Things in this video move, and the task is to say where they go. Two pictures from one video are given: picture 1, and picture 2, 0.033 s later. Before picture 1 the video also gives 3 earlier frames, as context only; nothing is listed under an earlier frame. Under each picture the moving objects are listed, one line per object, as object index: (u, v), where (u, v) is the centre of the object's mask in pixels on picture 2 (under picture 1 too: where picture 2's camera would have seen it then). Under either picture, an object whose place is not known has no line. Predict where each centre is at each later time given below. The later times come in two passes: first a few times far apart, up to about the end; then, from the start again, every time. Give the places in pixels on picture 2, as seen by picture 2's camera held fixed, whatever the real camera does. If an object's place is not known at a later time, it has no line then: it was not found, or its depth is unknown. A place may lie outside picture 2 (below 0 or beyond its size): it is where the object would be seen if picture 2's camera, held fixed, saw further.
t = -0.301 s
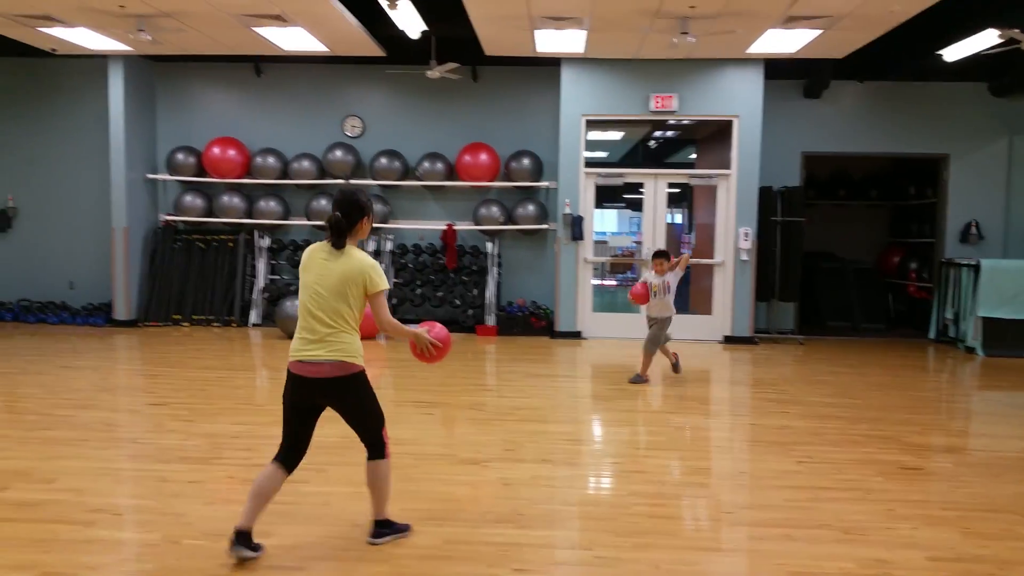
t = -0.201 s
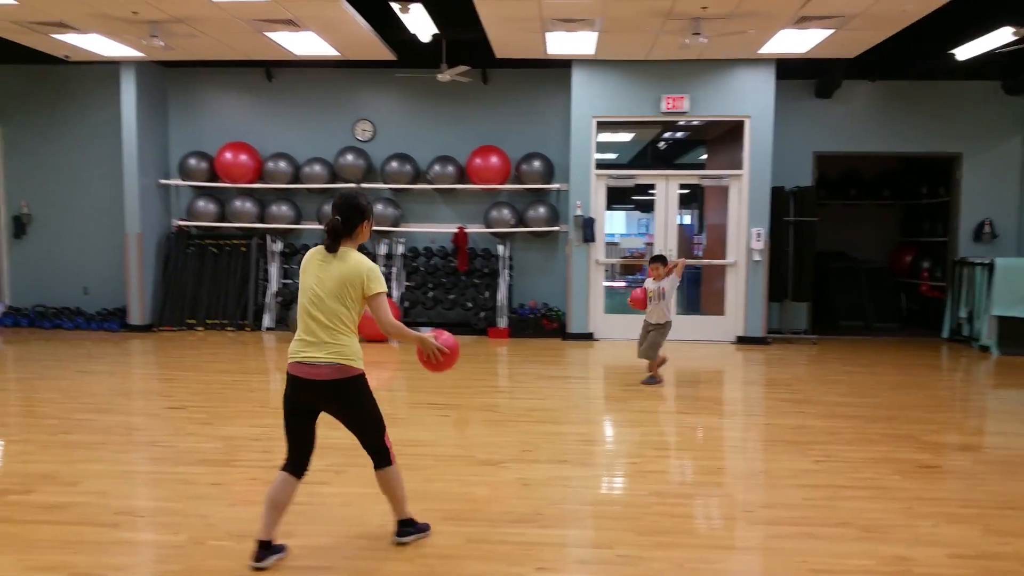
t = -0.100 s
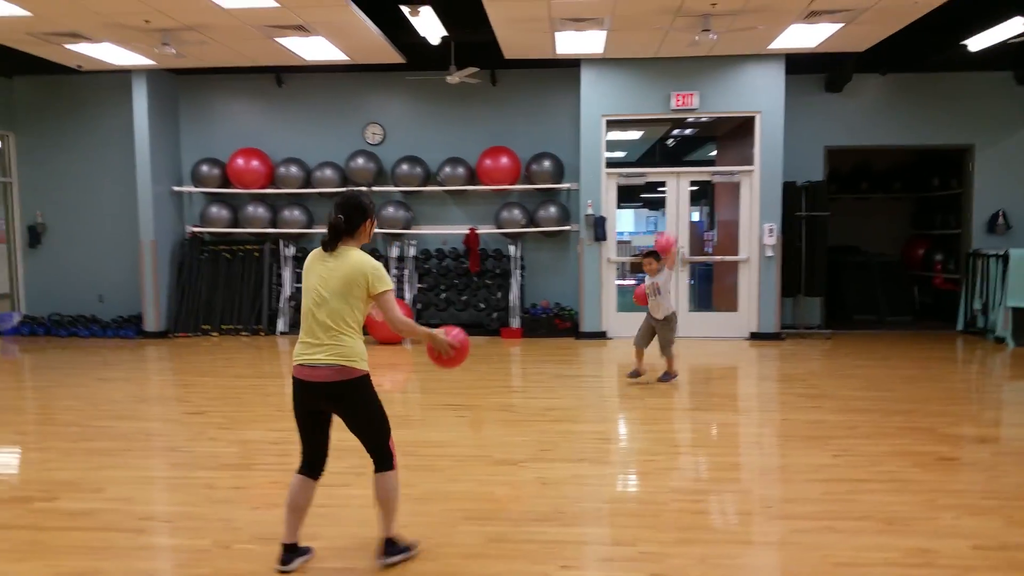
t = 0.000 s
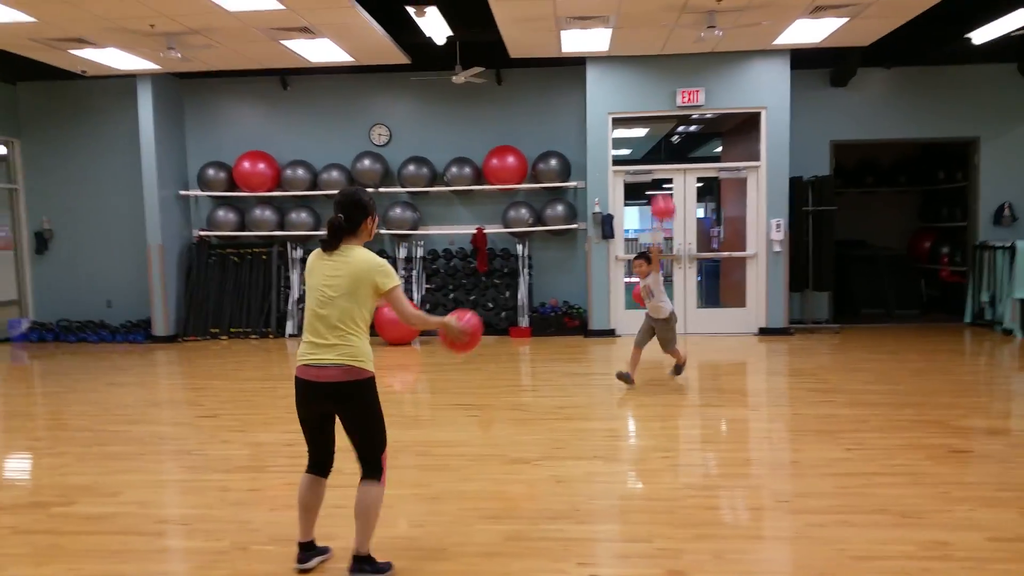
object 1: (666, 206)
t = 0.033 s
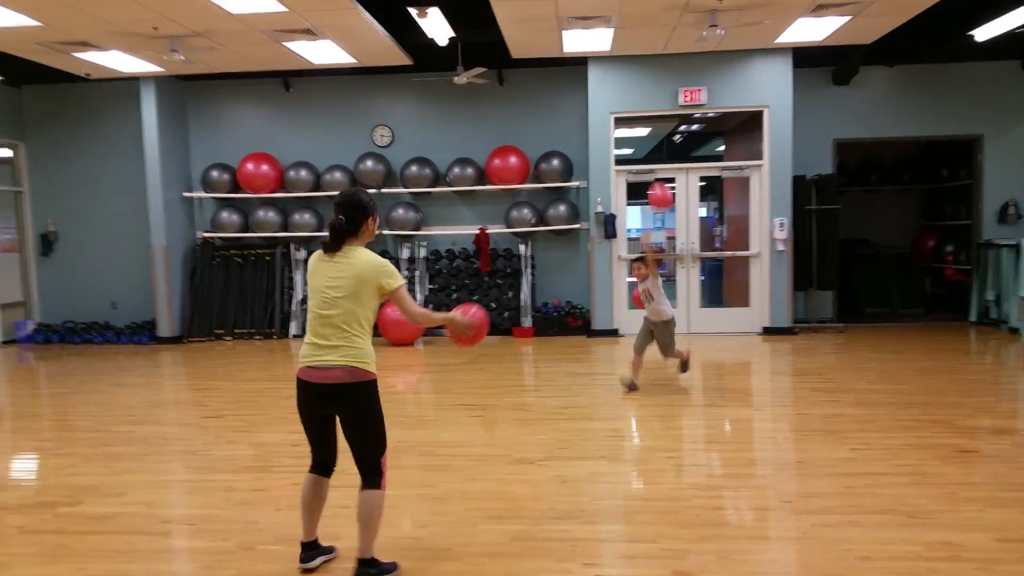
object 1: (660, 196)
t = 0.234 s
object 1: (626, 152)
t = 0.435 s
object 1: (583, 155)
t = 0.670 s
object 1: (519, 236)
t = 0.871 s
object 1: (447, 387)
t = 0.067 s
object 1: (654, 188)
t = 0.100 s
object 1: (648, 178)
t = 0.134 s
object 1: (644, 170)
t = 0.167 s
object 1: (638, 162)
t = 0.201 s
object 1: (632, 157)
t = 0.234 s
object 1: (626, 152)
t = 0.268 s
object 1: (619, 150)
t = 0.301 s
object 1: (612, 148)
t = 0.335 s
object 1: (604, 147)
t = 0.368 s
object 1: (596, 149)
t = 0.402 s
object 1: (590, 151)
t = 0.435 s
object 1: (583, 155)
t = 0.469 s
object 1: (577, 160)
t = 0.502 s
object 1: (568, 167)
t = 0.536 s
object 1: (558, 178)
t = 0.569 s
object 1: (548, 189)
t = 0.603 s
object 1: (538, 203)
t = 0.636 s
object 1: (529, 217)
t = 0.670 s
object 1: (519, 236)
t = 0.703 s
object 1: (507, 256)
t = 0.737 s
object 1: (497, 277)
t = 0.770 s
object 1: (483, 301)
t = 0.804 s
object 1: (475, 324)
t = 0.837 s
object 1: (461, 353)
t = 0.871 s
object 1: (447, 387)
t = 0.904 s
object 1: (433, 423)
